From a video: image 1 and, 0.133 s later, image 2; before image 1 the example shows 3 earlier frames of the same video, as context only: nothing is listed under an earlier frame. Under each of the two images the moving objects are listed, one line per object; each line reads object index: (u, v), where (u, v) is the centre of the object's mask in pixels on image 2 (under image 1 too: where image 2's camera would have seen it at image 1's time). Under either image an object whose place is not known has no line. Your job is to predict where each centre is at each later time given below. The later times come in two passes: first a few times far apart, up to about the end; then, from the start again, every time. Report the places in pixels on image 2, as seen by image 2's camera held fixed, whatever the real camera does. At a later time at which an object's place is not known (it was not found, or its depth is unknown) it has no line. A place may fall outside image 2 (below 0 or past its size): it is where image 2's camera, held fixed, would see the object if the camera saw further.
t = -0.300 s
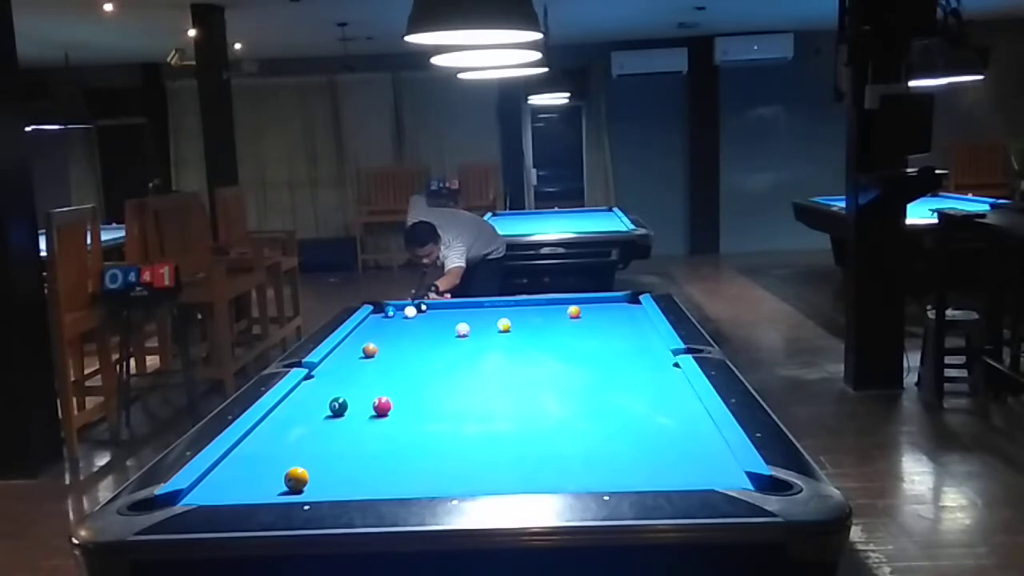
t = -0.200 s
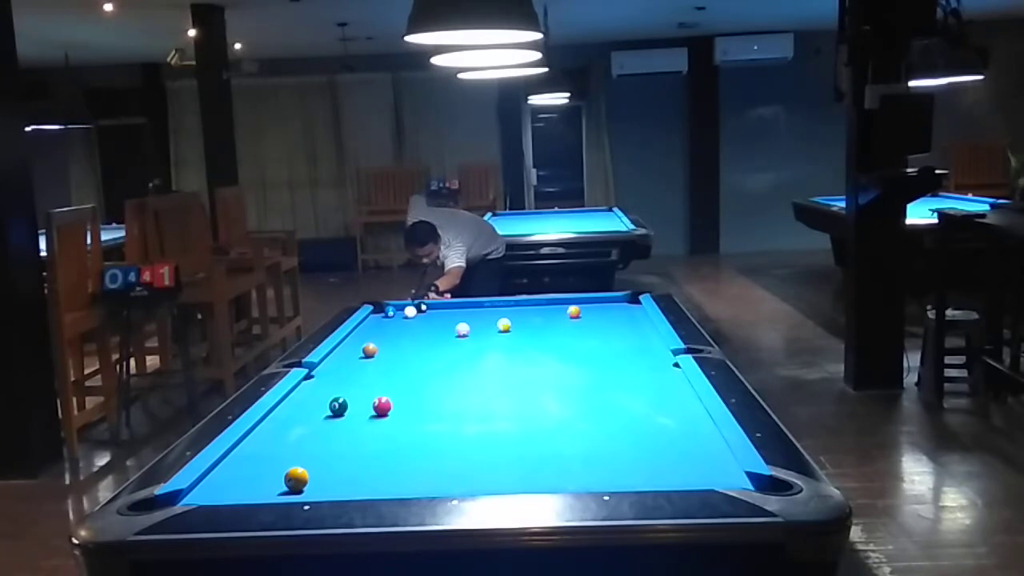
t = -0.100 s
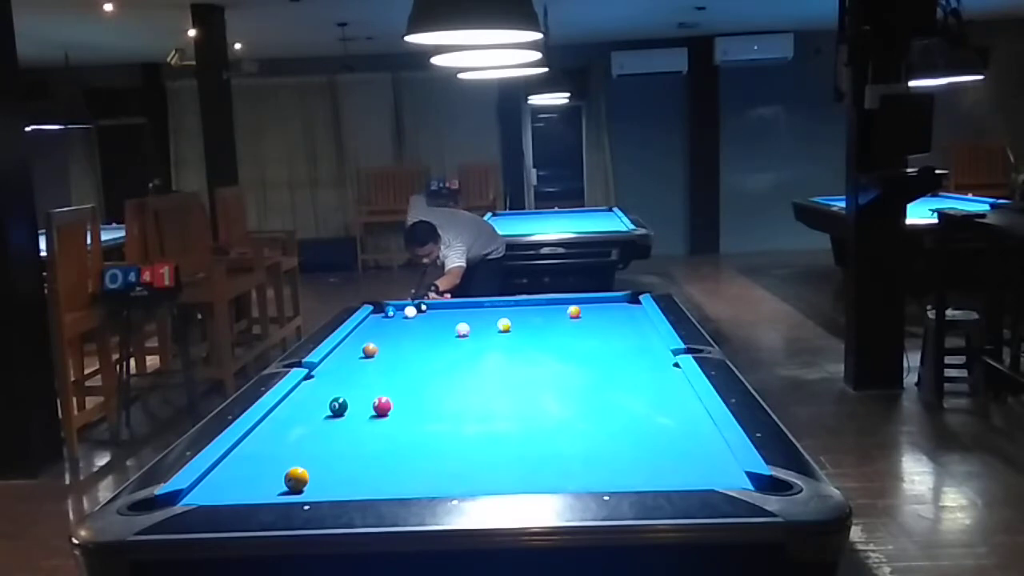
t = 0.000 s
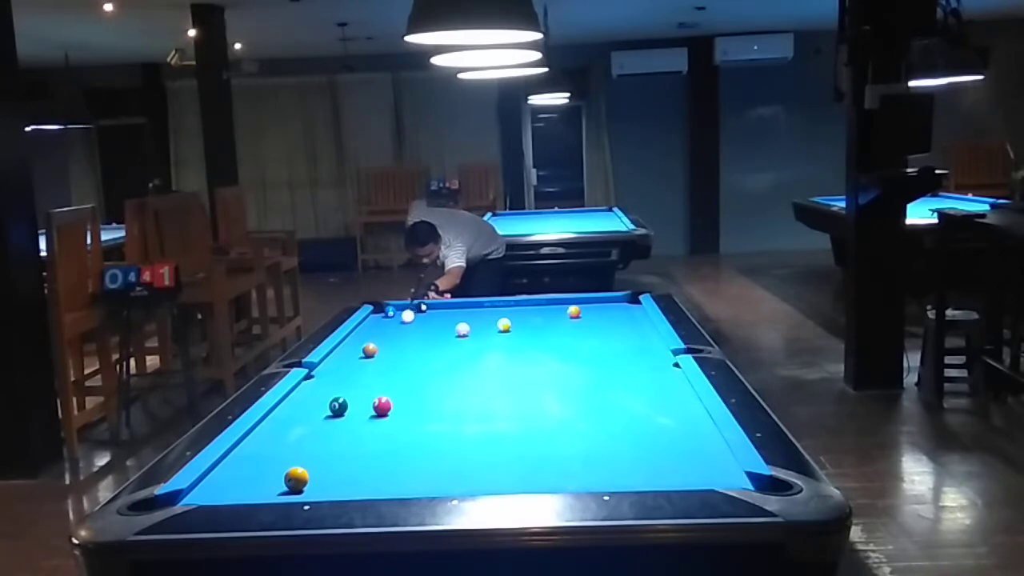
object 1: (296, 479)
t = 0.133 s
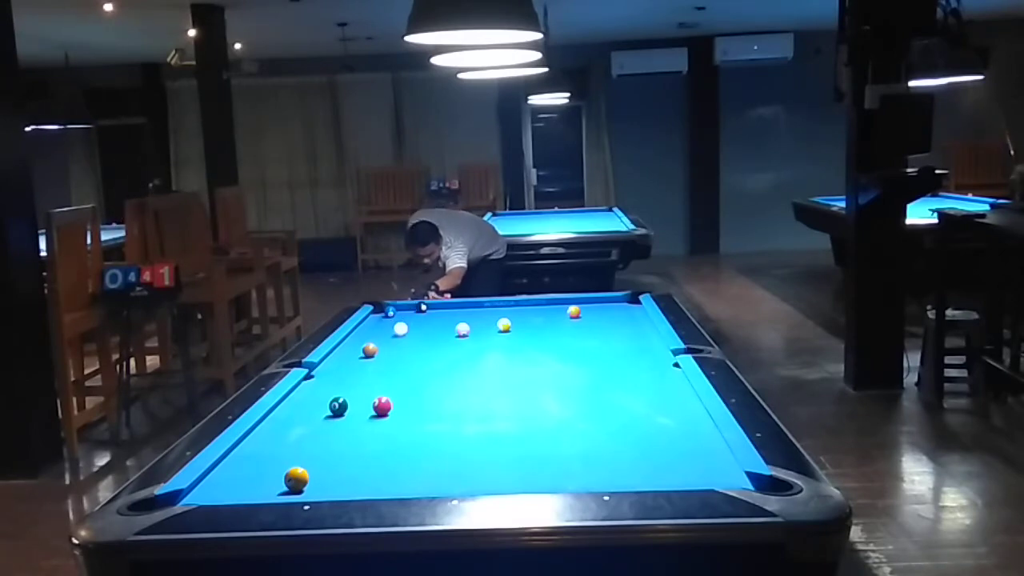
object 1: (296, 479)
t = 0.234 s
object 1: (296, 479)
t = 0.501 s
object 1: (296, 479)
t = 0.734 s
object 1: (296, 479)
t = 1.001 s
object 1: (283, 481)
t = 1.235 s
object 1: (238, 487)
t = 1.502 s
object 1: (189, 493)
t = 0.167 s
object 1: (296, 479)
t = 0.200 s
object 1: (296, 479)
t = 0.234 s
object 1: (296, 479)
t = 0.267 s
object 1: (296, 479)
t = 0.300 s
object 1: (296, 479)
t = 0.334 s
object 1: (296, 479)
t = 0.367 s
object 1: (296, 479)
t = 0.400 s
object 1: (296, 479)
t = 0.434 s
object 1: (296, 479)
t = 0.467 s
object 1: (296, 479)
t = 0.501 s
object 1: (296, 479)
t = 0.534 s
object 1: (296, 479)
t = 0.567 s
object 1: (296, 479)
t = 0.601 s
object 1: (296, 479)
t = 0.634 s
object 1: (296, 479)
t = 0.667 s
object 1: (296, 479)
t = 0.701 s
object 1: (296, 479)
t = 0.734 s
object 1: (296, 479)
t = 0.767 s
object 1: (296, 479)
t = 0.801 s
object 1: (296, 479)
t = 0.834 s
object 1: (296, 479)
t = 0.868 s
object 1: (296, 479)
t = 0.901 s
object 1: (296, 479)
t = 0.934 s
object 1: (296, 479)
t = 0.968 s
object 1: (290, 480)
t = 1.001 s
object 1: (283, 481)
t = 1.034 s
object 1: (276, 482)
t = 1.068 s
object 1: (270, 483)
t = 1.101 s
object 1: (264, 484)
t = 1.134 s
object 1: (257, 485)
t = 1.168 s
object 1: (251, 485)
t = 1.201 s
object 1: (245, 486)
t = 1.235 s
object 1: (238, 487)
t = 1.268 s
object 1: (232, 488)
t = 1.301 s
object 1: (226, 488)
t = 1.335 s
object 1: (220, 489)
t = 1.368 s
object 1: (214, 490)
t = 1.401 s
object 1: (208, 490)
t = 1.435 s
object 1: (201, 491)
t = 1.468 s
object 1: (195, 492)
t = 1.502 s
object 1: (189, 493)
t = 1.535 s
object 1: (185, 494)
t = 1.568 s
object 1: (181, 496)
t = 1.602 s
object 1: (177, 499)
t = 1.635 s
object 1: (172, 503)
